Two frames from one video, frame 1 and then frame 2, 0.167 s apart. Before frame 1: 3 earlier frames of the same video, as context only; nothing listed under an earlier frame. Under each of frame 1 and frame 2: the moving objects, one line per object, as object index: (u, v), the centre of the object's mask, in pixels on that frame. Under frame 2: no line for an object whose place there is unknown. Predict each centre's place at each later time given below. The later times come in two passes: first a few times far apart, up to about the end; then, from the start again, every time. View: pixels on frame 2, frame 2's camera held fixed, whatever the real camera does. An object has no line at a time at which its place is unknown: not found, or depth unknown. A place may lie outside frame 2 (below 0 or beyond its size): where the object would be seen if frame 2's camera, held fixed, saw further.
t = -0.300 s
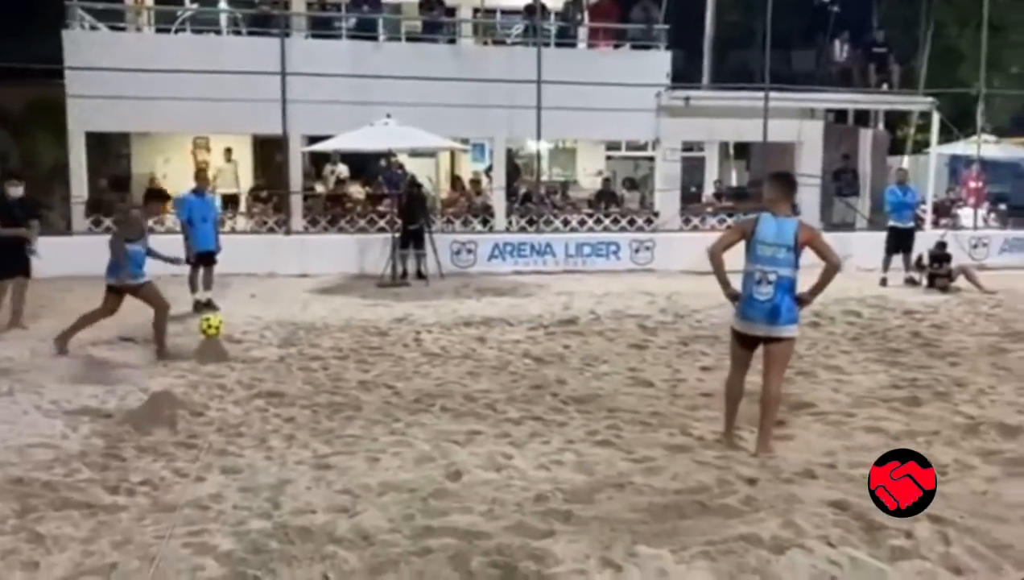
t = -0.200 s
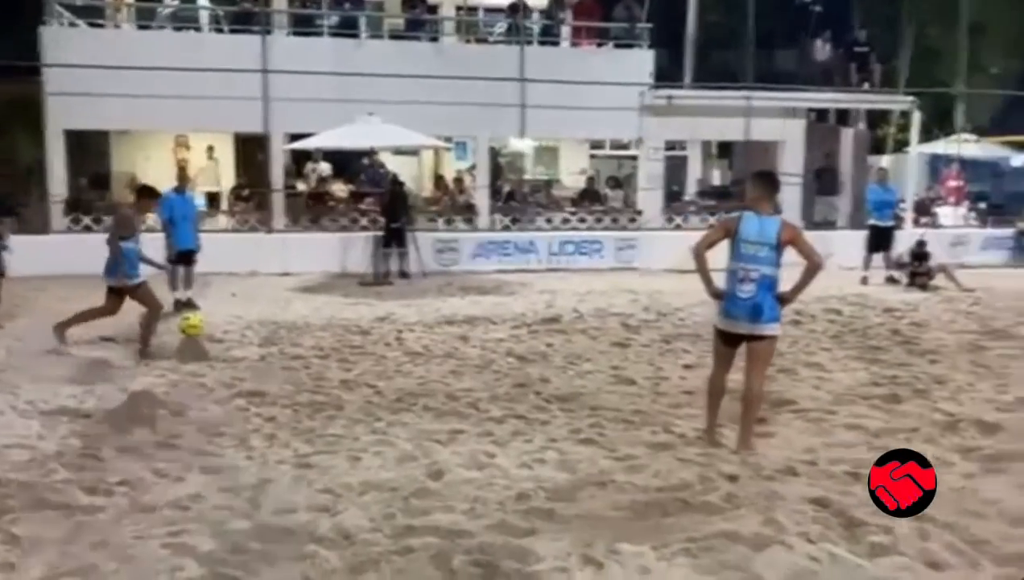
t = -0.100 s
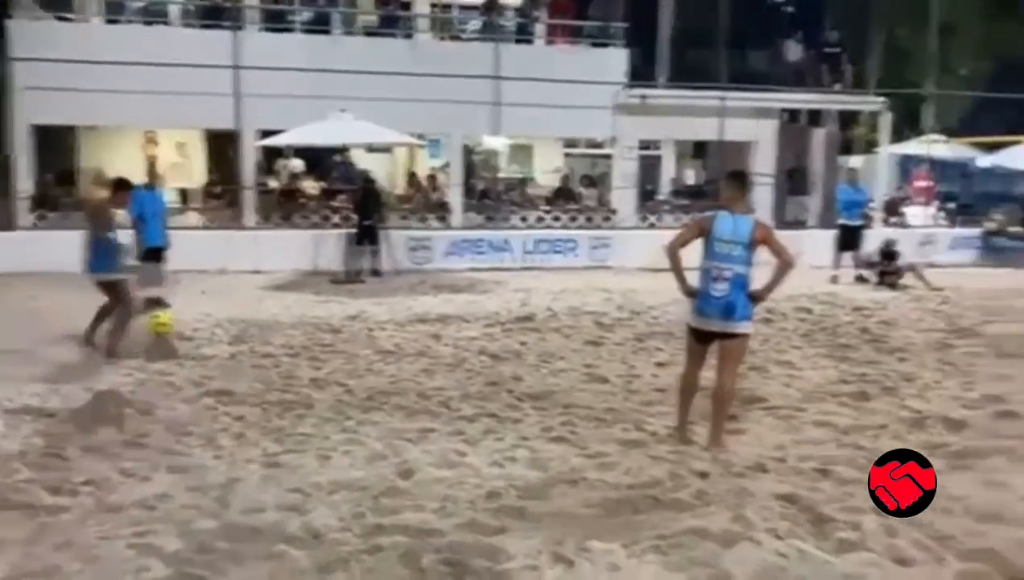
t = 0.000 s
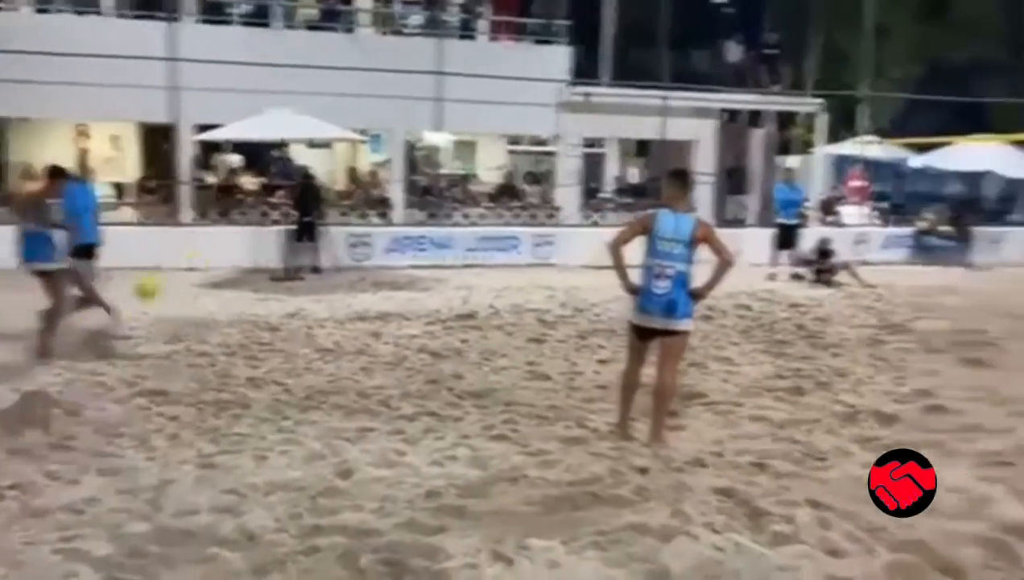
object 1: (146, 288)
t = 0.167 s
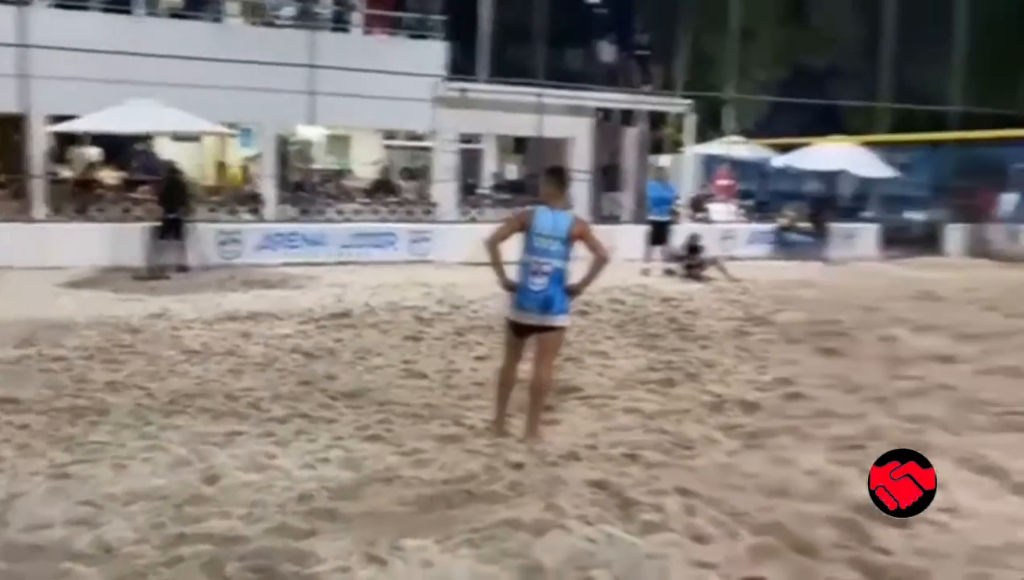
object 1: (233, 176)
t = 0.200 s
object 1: (274, 157)
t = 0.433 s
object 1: (543, 75)
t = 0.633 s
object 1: (732, 55)
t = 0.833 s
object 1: (888, 70)
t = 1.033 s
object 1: (1020, 114)
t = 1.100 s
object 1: (1057, 130)
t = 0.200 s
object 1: (274, 157)
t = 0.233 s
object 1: (317, 141)
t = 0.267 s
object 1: (356, 127)
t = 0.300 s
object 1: (395, 114)
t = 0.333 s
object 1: (435, 102)
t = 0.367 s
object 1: (470, 93)
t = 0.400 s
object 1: (509, 82)
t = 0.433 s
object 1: (543, 75)
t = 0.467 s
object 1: (578, 69)
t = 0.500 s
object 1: (611, 64)
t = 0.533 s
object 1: (643, 61)
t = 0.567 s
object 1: (672, 58)
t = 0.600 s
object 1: (702, 56)
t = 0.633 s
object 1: (732, 55)
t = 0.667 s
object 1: (760, 55)
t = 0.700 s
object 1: (788, 56)
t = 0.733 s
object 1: (814, 59)
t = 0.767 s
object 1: (838, 61)
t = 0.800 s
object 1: (863, 65)
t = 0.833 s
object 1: (888, 70)
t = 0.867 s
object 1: (912, 75)
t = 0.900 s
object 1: (934, 82)
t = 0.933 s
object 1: (958, 89)
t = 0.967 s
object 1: (978, 96)
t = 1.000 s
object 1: (999, 105)
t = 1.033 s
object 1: (1020, 114)
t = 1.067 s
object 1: (1040, 124)
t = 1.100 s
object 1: (1057, 130)
